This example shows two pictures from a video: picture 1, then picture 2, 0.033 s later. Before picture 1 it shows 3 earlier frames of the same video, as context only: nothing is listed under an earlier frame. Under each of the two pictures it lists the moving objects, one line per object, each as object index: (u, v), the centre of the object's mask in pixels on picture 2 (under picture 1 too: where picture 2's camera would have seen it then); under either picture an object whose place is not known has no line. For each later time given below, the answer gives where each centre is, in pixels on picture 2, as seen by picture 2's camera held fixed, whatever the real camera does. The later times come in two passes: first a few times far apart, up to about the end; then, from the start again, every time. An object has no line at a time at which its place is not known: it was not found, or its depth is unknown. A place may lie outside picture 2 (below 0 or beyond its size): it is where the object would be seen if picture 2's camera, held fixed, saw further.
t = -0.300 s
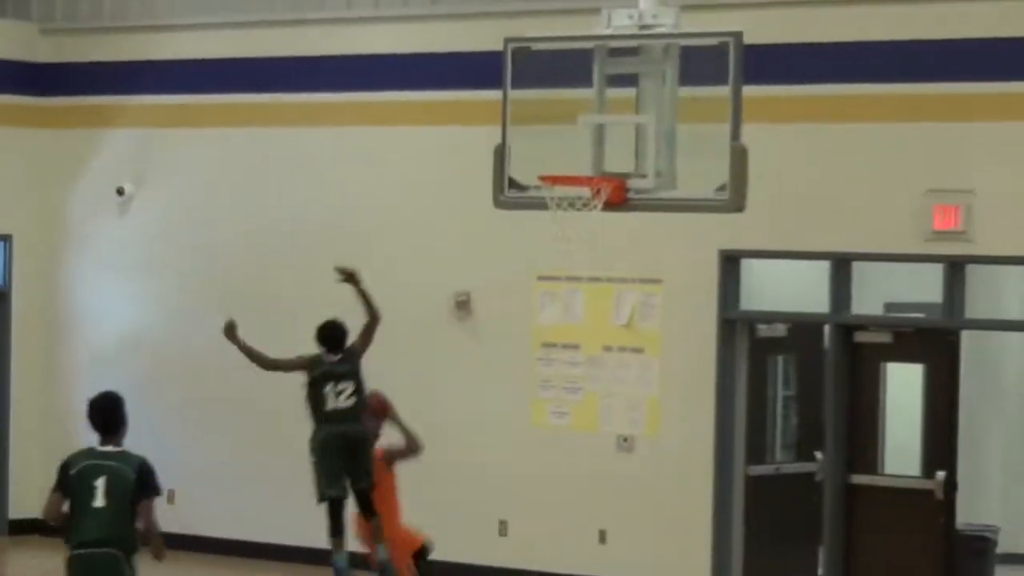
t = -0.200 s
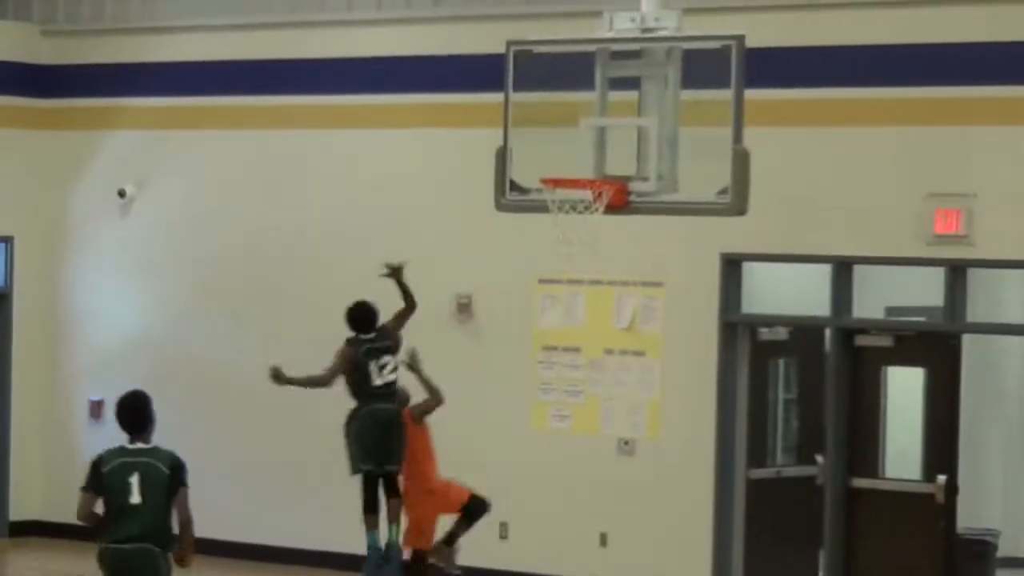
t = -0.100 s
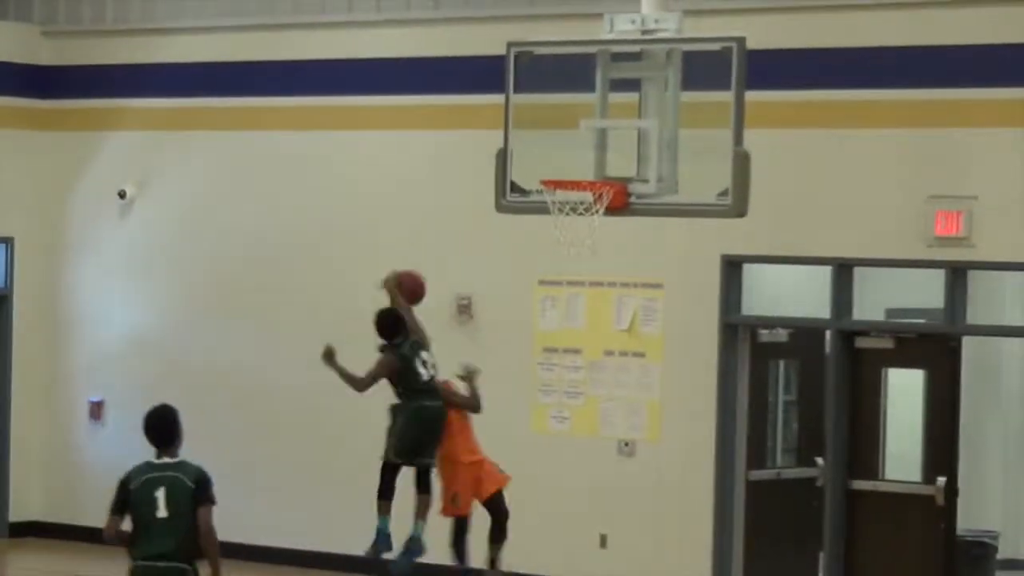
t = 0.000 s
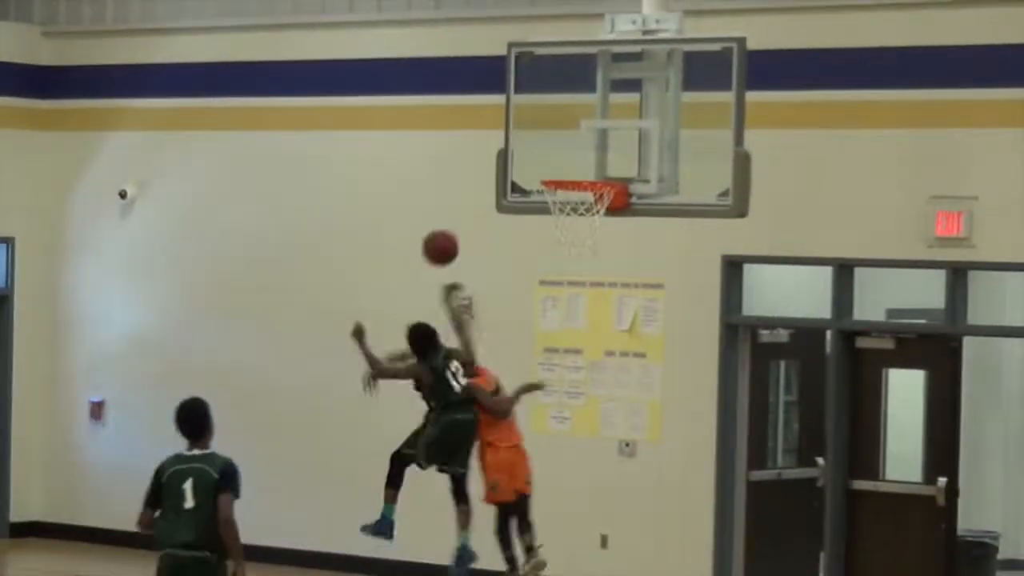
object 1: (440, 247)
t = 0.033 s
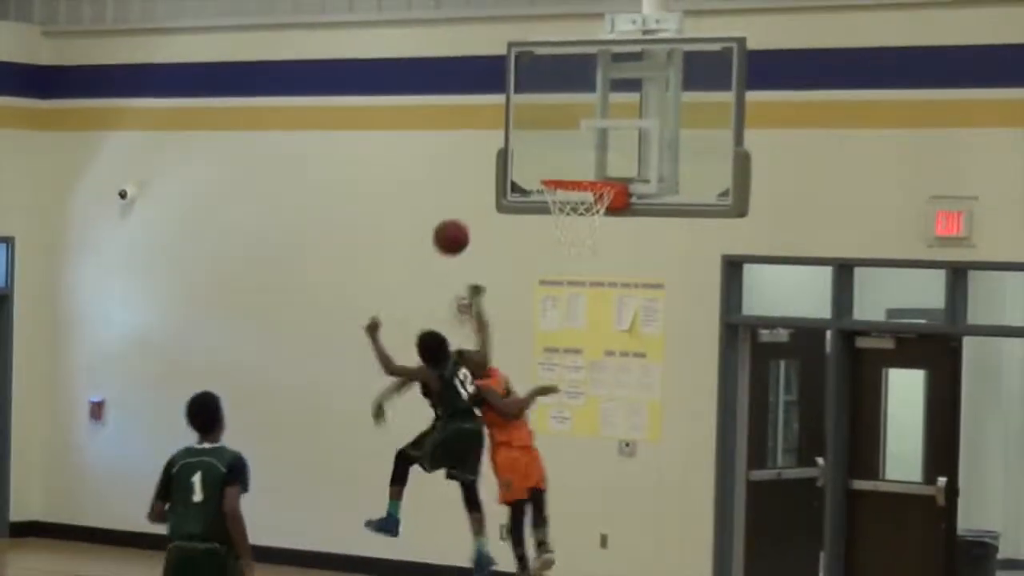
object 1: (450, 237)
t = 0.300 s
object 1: (531, 222)
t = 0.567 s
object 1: (600, 293)
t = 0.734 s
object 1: (620, 375)
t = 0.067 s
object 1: (461, 229)
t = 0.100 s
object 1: (472, 222)
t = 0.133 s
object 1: (482, 216)
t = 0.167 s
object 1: (490, 215)
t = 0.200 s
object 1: (499, 216)
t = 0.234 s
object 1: (511, 219)
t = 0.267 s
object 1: (522, 221)
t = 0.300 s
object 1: (531, 222)
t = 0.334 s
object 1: (539, 225)
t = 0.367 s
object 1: (545, 229)
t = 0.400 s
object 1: (550, 235)
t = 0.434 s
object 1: (559, 242)
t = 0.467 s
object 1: (575, 262)
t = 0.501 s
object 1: (583, 267)
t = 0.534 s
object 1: (592, 278)
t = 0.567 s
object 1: (600, 293)
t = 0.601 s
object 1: (608, 308)
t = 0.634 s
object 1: (616, 326)
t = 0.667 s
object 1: (623, 344)
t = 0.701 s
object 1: (632, 364)
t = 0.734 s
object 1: (620, 375)
